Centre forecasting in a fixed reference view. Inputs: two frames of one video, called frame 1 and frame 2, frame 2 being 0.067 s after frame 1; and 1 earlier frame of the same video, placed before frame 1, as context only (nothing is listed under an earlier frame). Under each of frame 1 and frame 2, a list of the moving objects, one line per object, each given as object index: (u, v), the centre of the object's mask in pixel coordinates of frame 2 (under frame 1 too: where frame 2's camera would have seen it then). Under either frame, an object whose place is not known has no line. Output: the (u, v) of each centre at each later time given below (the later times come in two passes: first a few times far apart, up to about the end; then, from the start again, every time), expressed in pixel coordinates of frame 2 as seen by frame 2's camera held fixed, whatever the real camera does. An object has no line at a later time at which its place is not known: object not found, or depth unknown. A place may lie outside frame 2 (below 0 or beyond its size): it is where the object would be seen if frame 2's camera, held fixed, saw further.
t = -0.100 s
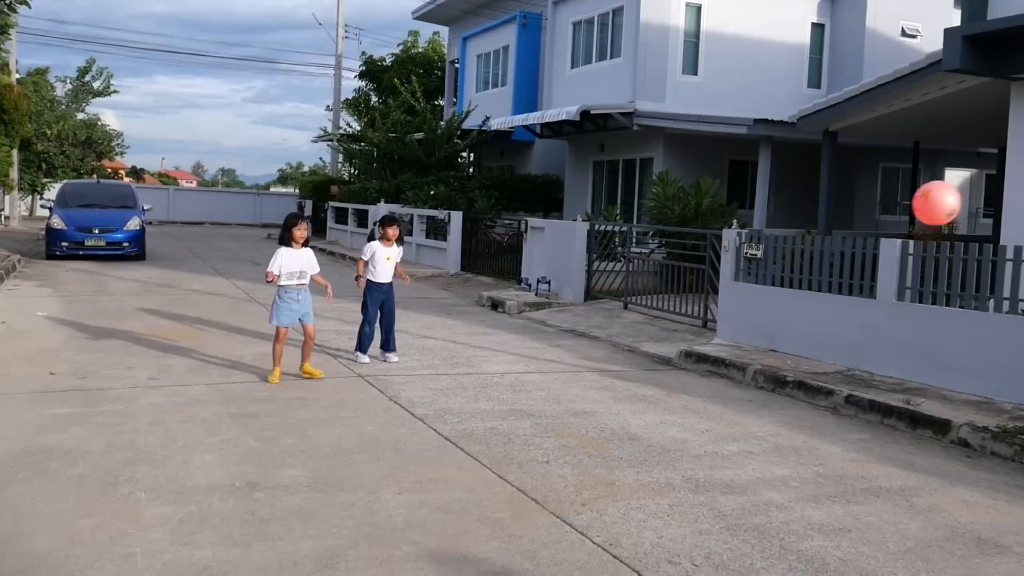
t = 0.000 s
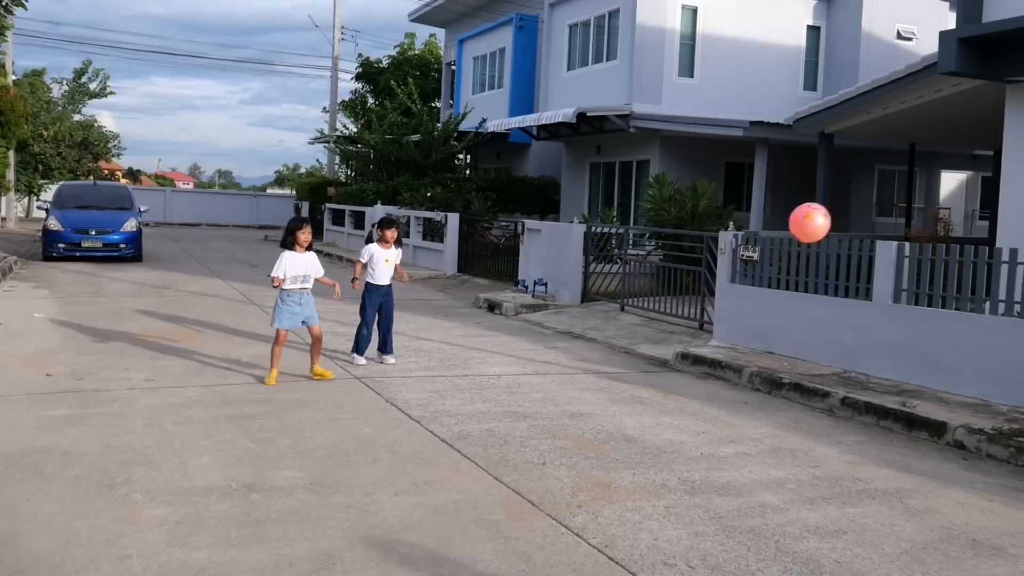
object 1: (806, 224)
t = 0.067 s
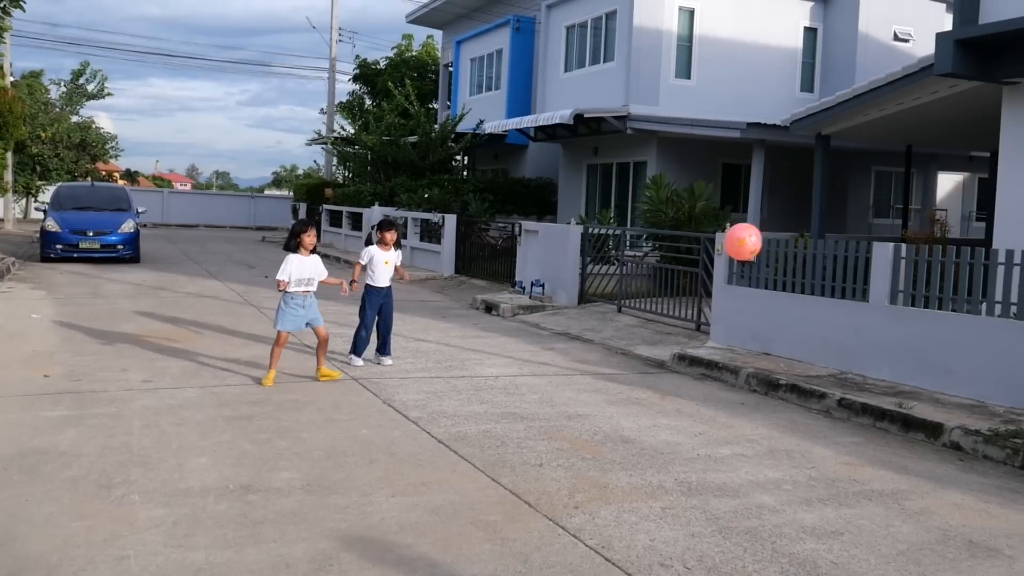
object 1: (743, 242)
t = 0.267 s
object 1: (609, 321)
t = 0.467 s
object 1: (532, 390)
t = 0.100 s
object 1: (715, 252)
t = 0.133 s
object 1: (690, 264)
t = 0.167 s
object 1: (667, 277)
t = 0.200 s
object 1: (646, 291)
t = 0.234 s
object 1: (627, 305)
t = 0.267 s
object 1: (609, 321)
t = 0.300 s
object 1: (593, 338)
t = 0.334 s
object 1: (577, 356)
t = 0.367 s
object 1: (562, 374)
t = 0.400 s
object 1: (548, 392)
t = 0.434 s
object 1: (536, 409)
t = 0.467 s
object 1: (532, 390)
